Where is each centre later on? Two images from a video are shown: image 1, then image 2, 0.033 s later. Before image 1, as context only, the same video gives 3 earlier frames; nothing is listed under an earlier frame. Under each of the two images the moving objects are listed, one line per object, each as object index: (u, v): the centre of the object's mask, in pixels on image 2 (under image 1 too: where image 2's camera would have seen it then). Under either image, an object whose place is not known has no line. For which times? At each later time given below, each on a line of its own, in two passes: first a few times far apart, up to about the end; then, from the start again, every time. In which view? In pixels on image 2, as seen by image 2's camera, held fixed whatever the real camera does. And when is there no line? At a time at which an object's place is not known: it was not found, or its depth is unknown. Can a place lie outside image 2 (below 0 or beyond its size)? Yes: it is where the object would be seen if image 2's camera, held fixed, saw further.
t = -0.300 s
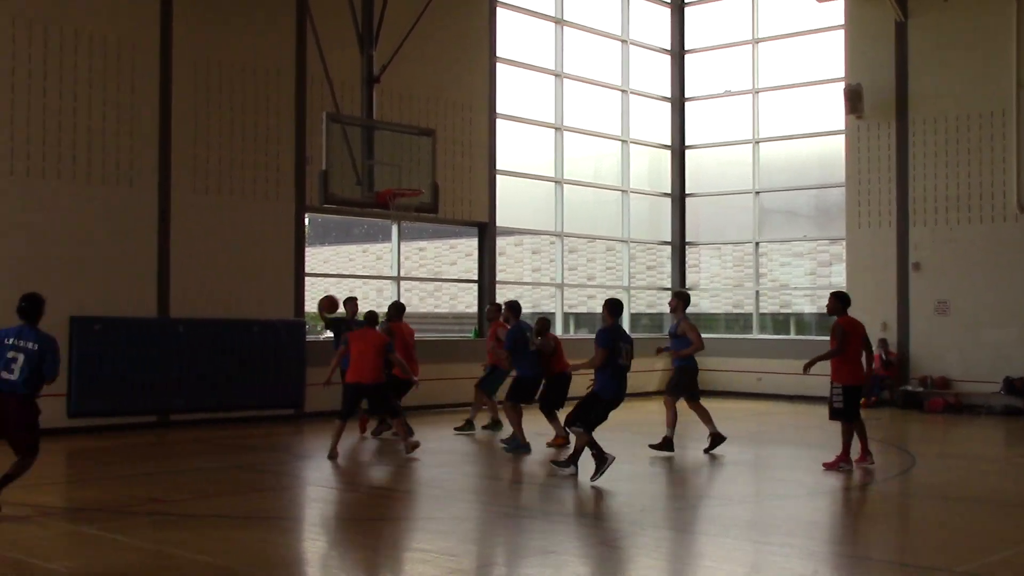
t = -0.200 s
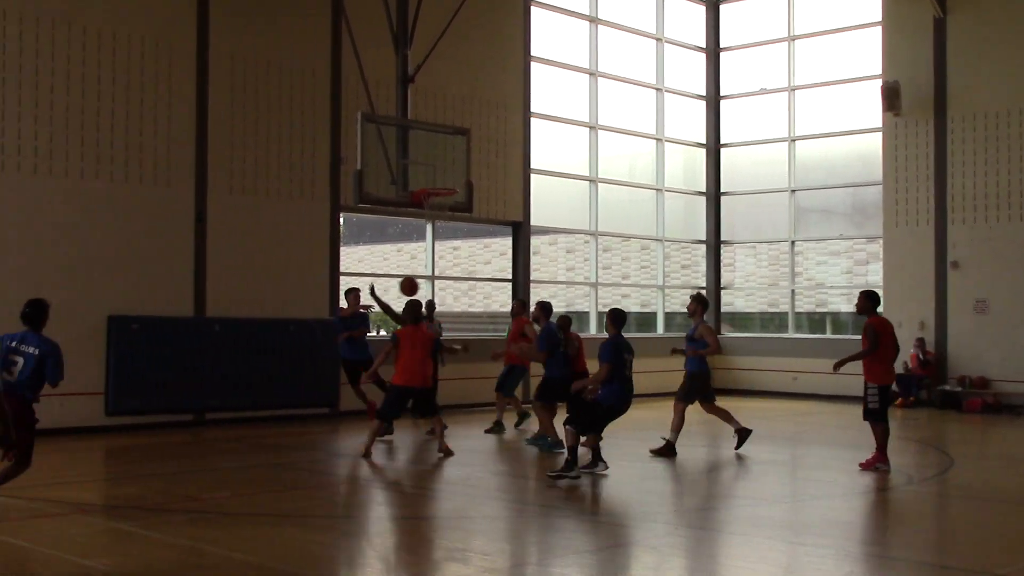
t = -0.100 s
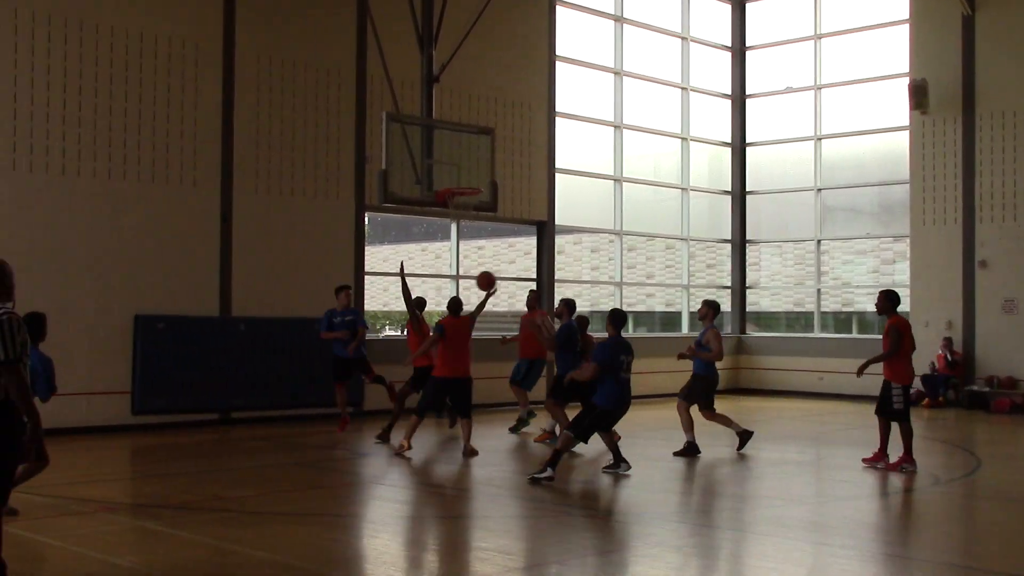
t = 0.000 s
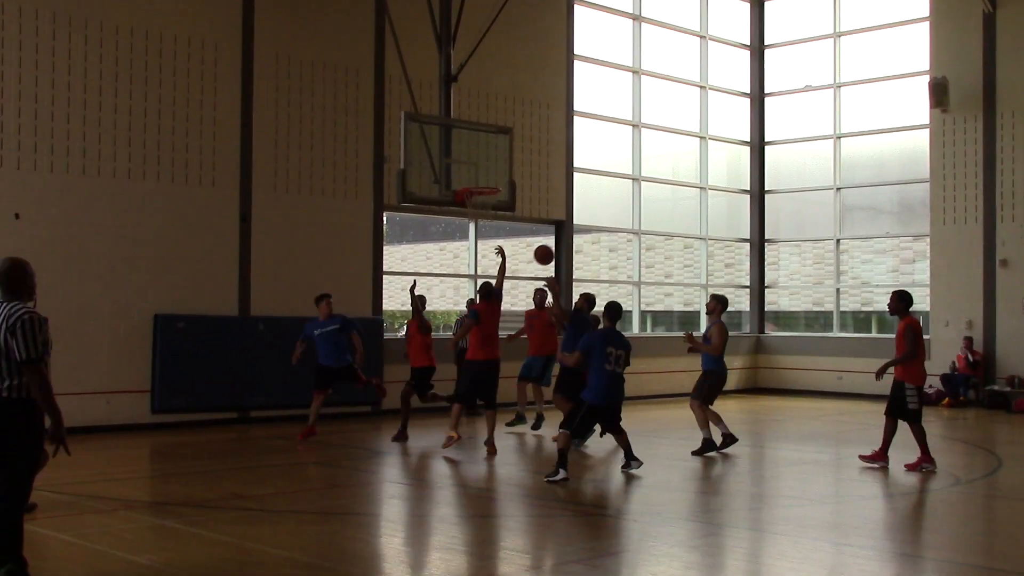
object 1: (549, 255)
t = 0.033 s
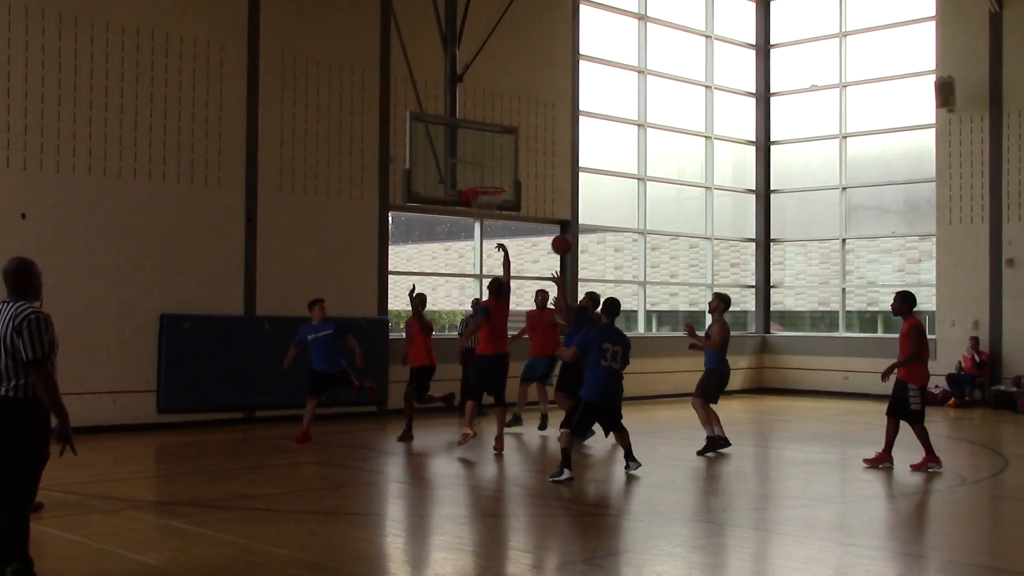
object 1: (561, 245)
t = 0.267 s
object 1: (647, 203)
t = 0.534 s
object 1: (747, 211)
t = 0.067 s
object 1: (575, 237)
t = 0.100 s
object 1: (586, 229)
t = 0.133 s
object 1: (599, 222)
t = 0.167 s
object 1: (611, 216)
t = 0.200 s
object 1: (623, 211)
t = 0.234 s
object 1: (636, 206)
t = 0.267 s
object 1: (647, 203)
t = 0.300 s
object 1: (660, 201)
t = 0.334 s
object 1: (673, 199)
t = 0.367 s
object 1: (685, 199)
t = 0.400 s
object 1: (697, 200)
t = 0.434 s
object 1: (710, 201)
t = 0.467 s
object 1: (722, 203)
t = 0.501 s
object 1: (735, 207)
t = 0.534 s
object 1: (747, 211)
